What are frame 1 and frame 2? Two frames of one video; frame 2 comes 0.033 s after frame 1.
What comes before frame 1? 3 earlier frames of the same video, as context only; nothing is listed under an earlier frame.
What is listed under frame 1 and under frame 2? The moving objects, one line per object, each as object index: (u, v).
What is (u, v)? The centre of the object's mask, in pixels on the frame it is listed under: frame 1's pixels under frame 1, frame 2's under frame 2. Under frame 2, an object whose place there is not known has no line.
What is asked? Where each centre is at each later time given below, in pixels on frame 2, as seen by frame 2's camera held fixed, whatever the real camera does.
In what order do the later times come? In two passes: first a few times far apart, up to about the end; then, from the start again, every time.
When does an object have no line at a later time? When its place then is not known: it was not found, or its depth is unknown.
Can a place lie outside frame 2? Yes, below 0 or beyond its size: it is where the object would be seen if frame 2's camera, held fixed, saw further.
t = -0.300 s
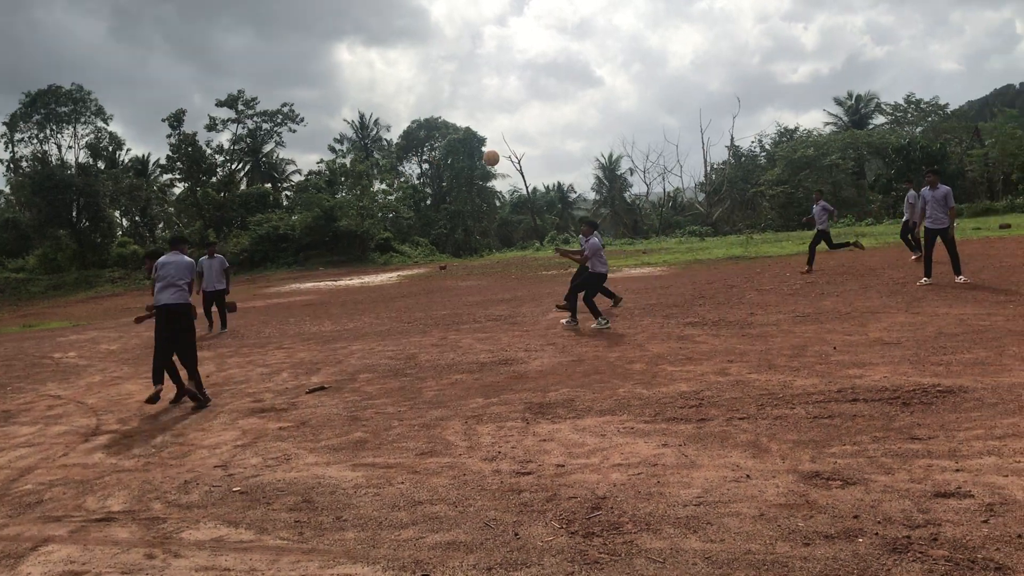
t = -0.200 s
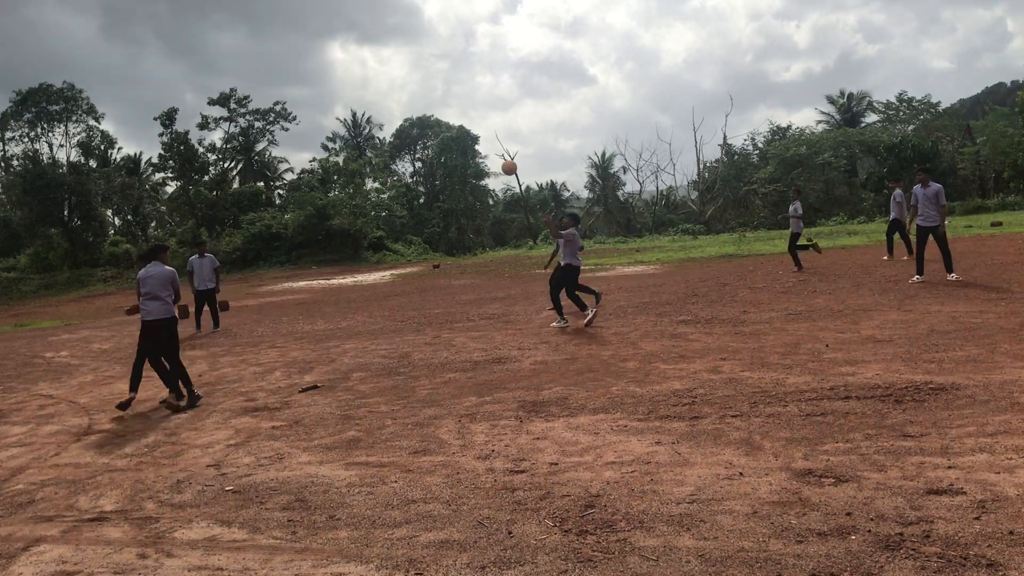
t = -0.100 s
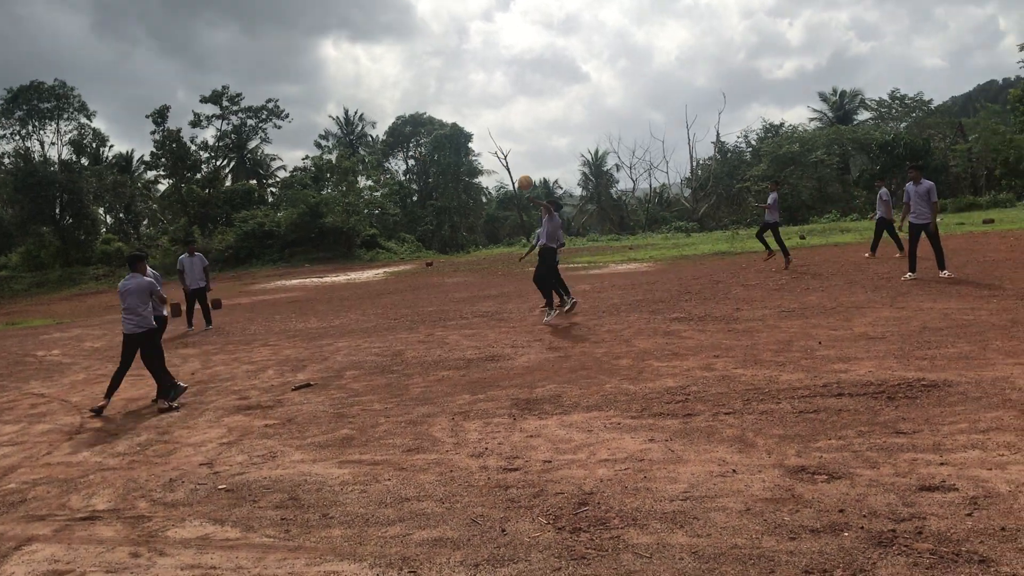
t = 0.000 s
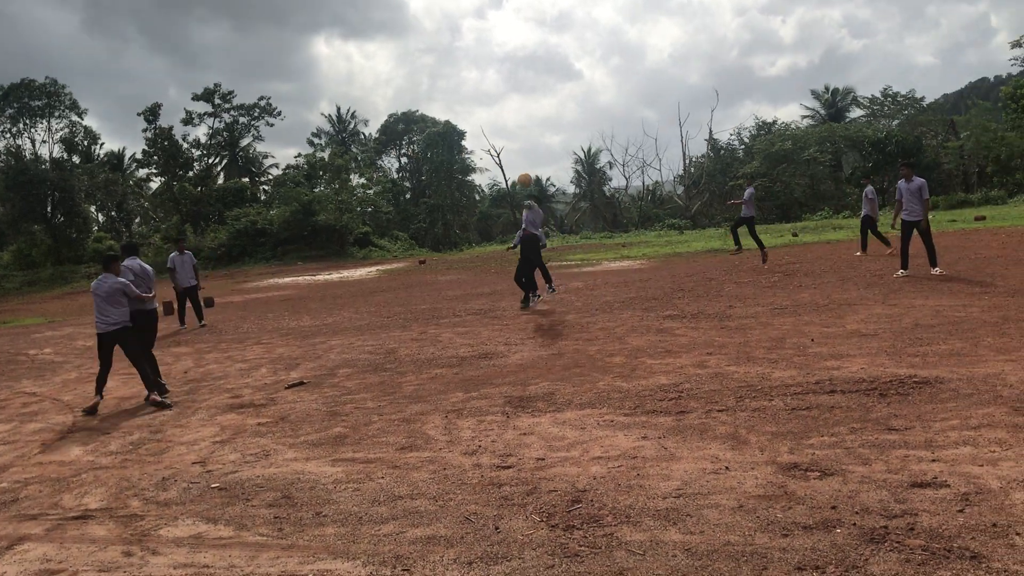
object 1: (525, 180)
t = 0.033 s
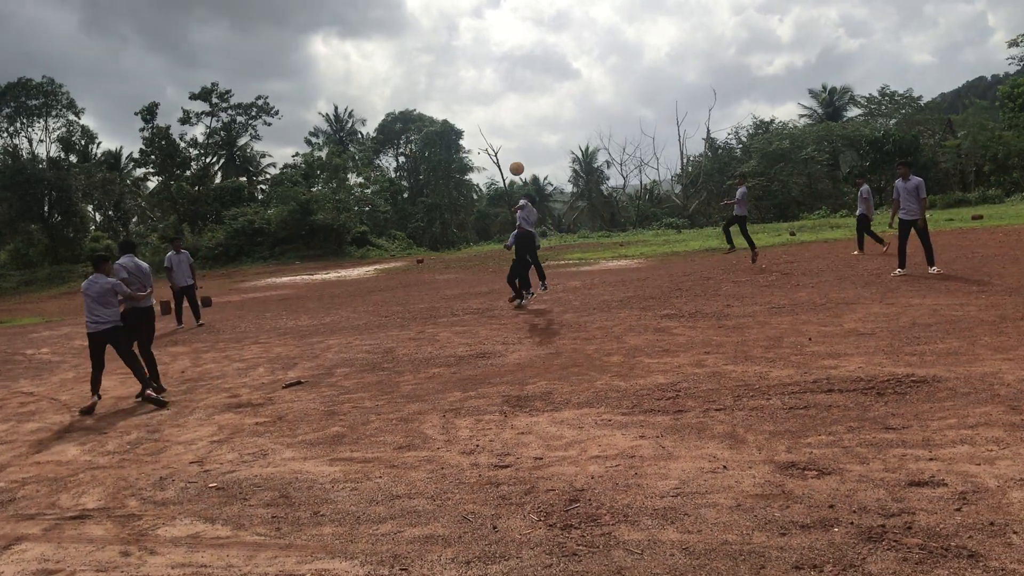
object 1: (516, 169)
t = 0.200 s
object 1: (485, 126)
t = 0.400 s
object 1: (455, 103)
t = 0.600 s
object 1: (431, 105)
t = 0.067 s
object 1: (510, 158)
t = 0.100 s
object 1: (504, 150)
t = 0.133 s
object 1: (498, 141)
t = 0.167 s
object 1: (491, 133)
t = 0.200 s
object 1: (485, 126)
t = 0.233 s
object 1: (480, 121)
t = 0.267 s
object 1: (475, 115)
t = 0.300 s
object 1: (470, 111)
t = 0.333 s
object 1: (465, 108)
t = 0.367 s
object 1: (460, 105)
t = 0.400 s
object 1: (455, 103)
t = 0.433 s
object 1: (451, 101)
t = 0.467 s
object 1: (447, 100)
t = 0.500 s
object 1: (443, 100)
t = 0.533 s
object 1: (439, 101)
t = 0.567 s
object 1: (435, 103)
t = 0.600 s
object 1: (431, 105)
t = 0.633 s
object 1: (428, 108)
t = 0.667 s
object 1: (422, 112)
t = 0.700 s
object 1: (420, 116)
